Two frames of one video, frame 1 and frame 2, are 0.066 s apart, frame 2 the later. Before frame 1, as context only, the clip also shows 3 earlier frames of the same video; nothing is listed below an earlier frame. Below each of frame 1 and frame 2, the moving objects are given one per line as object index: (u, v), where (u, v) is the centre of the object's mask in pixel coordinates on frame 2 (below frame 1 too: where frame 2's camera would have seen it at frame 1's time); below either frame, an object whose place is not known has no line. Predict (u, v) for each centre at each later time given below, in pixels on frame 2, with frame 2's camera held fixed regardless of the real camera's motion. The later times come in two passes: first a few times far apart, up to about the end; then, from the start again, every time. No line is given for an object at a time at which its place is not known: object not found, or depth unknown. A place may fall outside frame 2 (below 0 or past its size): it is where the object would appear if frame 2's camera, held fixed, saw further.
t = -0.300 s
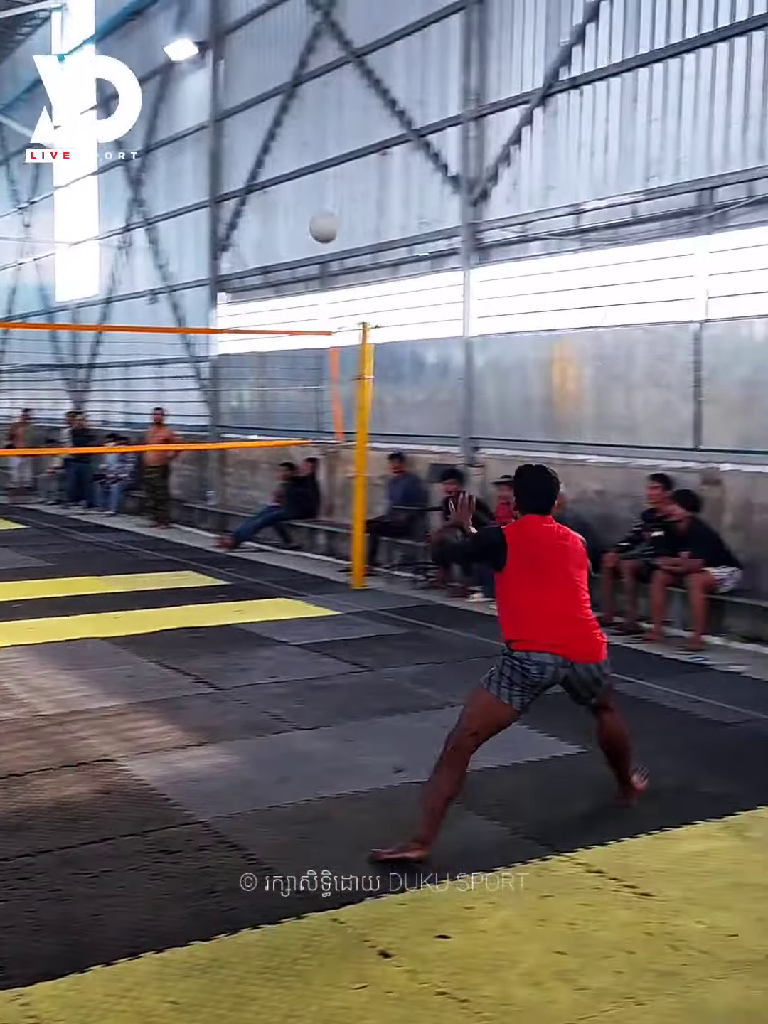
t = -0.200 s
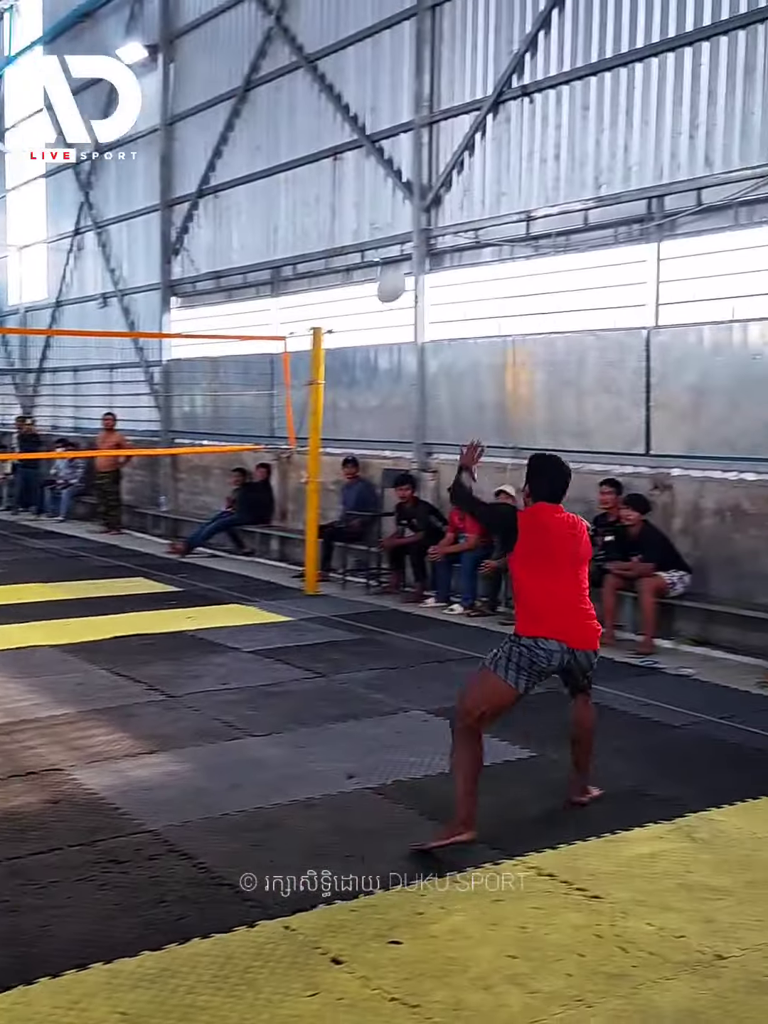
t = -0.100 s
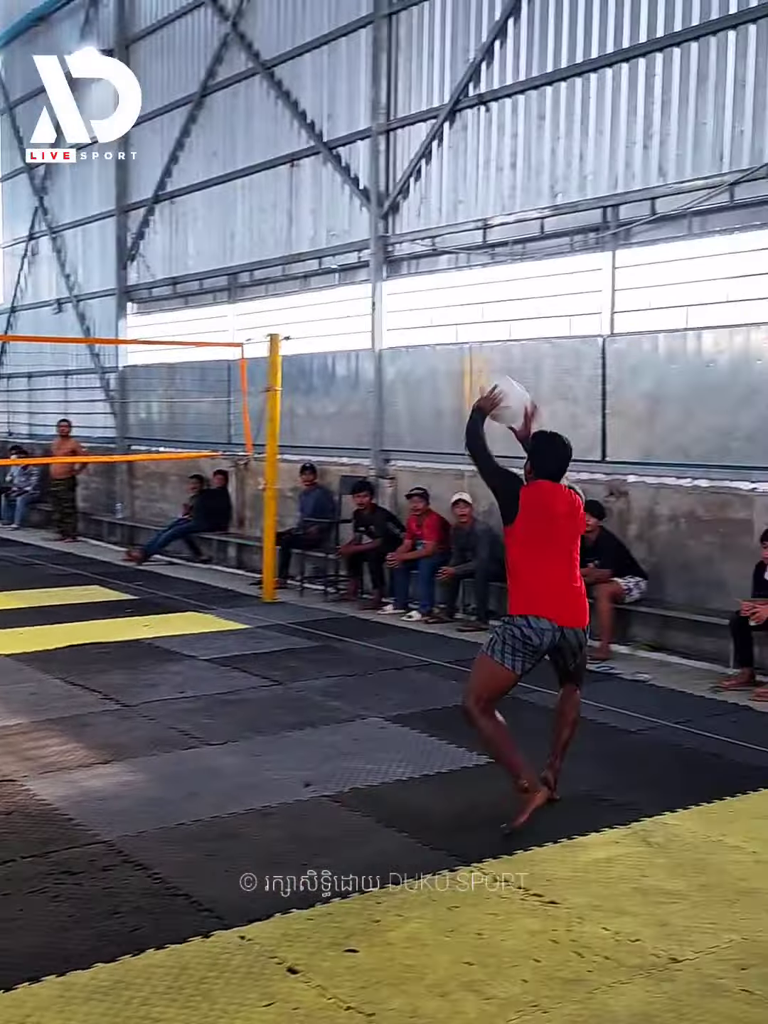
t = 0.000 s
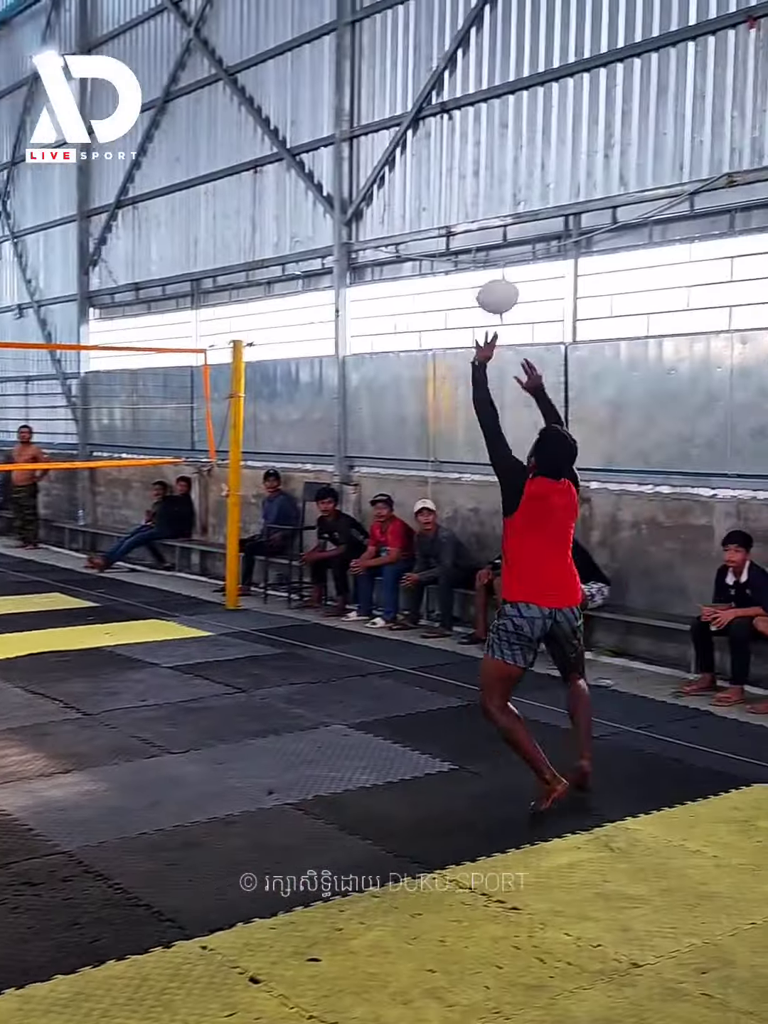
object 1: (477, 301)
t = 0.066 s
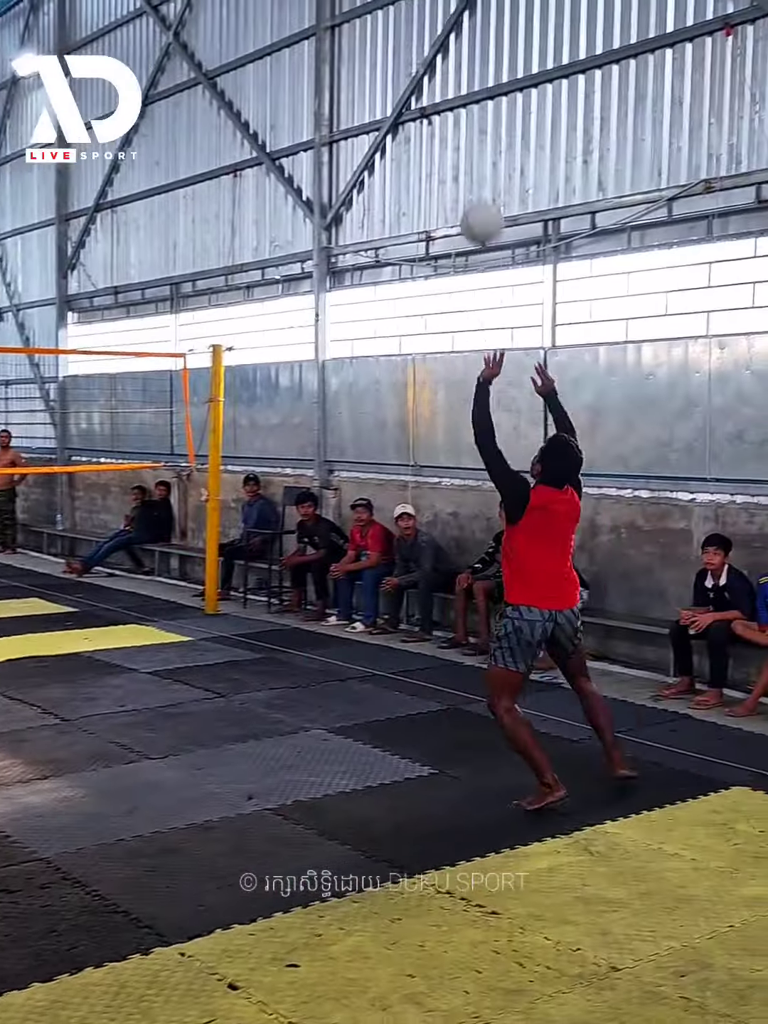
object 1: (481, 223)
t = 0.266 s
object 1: (495, 51)
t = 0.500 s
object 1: (506, -26)
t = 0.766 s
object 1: (517, 9)
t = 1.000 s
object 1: (523, 147)
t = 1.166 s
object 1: (526, 294)
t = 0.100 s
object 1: (484, 187)
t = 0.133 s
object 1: (485, 154)
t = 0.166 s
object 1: (487, 124)
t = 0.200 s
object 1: (490, 98)
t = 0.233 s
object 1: (492, 74)
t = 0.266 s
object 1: (495, 51)
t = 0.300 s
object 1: (496, 32)
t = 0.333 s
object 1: (497, 15)
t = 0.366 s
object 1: (499, 1)
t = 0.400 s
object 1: (501, -10)
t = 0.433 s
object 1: (503, -17)
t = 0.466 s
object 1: (505, -22)
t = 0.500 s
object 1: (506, -26)
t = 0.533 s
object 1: (508, -29)
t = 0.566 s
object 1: (510, -30)
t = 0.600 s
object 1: (511, -30)
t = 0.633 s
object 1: (512, -28)
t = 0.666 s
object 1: (514, -23)
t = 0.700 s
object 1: (515, -14)
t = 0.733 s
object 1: (516, -4)
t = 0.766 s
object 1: (517, 9)
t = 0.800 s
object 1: (519, 23)
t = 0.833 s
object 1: (519, 39)
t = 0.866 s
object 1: (520, 57)
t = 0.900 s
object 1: (522, 77)
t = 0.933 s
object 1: (522, 98)
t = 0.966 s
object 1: (523, 122)
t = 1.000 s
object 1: (523, 147)
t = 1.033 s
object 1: (524, 173)
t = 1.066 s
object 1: (525, 201)
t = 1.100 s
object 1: (527, 231)
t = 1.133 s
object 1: (525, 259)
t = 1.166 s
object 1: (526, 294)
